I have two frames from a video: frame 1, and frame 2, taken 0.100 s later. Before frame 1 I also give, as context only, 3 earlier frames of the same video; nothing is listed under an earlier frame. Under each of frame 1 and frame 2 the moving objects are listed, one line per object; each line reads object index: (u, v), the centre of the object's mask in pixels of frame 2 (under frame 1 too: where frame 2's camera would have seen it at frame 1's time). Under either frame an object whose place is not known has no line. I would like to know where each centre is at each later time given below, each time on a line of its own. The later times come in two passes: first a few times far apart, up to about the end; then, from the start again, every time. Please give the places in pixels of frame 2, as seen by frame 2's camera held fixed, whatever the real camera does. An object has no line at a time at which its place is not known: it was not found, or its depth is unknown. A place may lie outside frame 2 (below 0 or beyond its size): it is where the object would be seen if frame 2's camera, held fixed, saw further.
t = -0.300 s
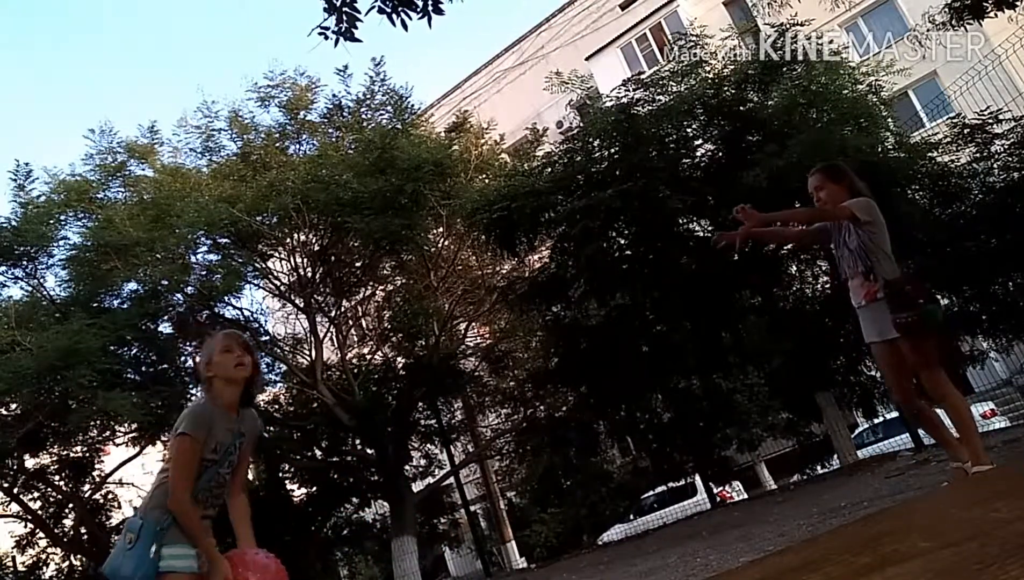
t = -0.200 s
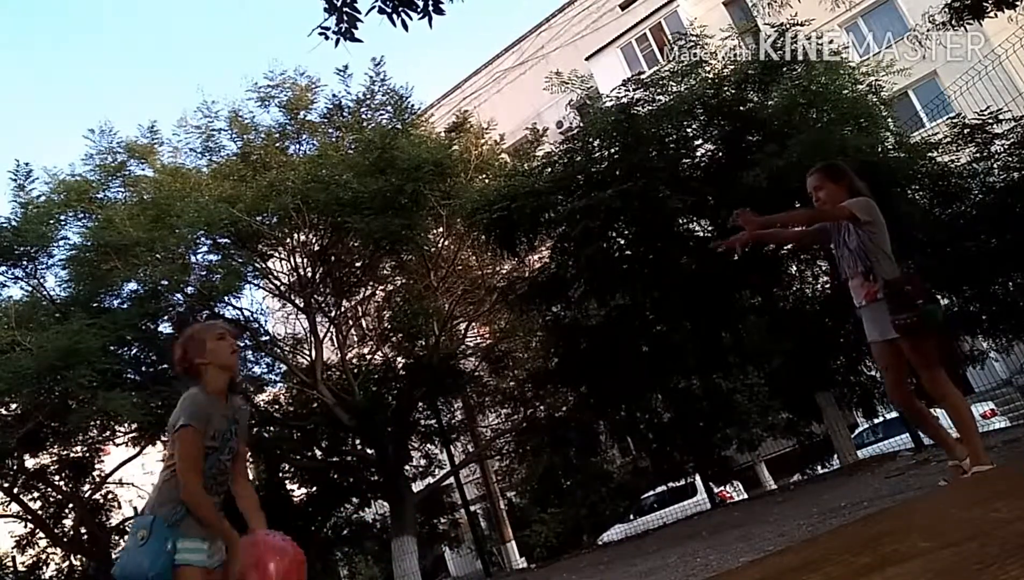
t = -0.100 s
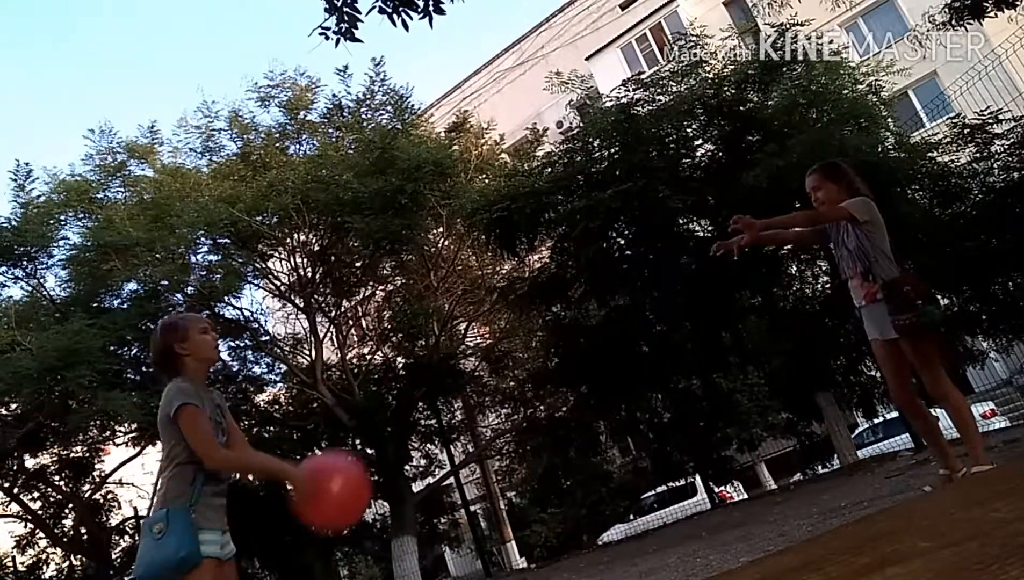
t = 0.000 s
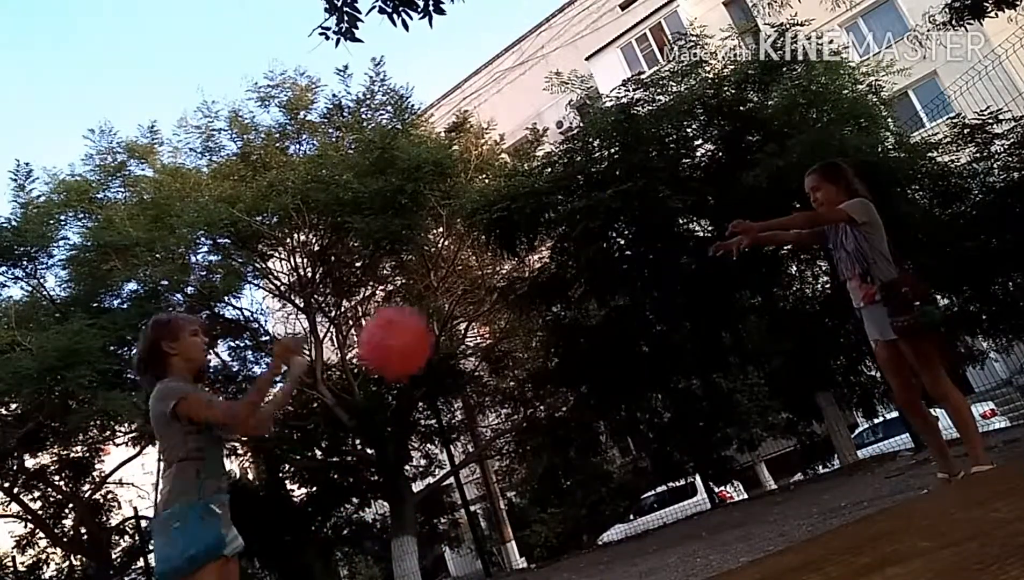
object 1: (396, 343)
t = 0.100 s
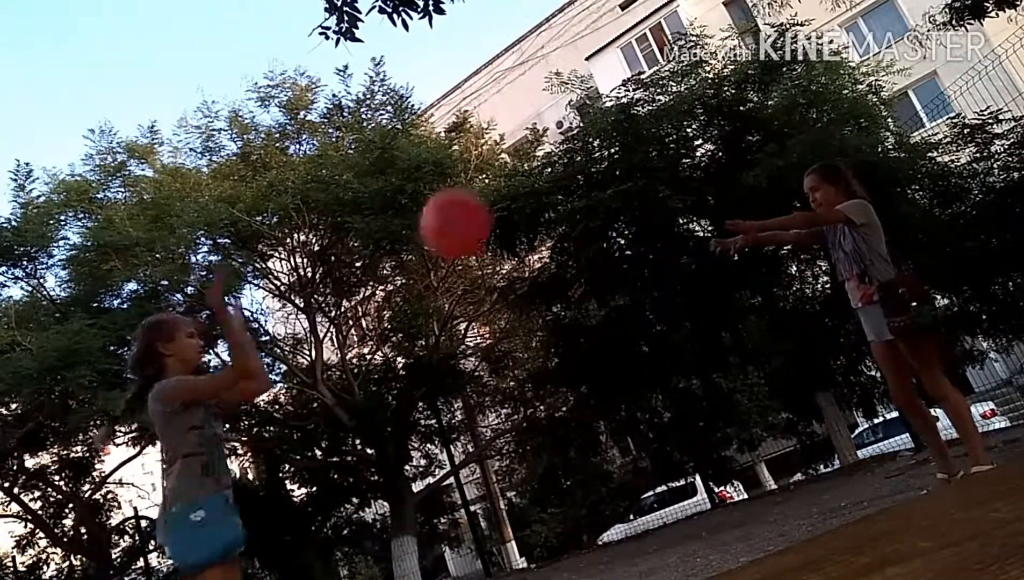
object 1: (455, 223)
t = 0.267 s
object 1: (558, 90)
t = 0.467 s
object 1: (694, 20)
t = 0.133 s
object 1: (476, 192)
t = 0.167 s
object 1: (494, 164)
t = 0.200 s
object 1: (516, 136)
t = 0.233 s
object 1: (537, 112)
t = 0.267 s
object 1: (558, 90)
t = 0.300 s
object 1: (578, 72)
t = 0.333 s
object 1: (600, 55)
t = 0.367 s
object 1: (623, 42)
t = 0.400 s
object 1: (645, 30)
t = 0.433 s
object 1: (669, 24)
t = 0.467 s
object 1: (694, 20)
